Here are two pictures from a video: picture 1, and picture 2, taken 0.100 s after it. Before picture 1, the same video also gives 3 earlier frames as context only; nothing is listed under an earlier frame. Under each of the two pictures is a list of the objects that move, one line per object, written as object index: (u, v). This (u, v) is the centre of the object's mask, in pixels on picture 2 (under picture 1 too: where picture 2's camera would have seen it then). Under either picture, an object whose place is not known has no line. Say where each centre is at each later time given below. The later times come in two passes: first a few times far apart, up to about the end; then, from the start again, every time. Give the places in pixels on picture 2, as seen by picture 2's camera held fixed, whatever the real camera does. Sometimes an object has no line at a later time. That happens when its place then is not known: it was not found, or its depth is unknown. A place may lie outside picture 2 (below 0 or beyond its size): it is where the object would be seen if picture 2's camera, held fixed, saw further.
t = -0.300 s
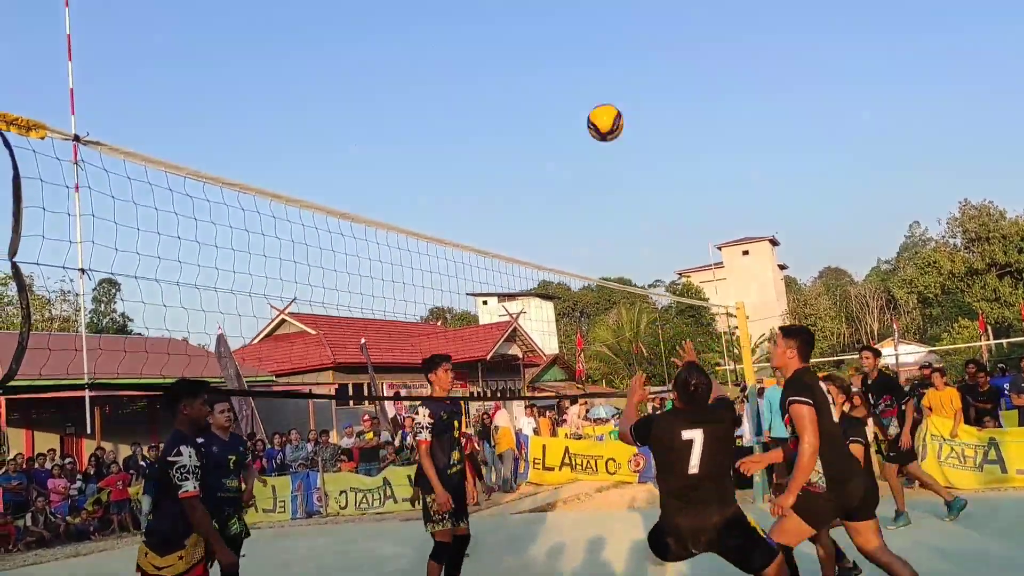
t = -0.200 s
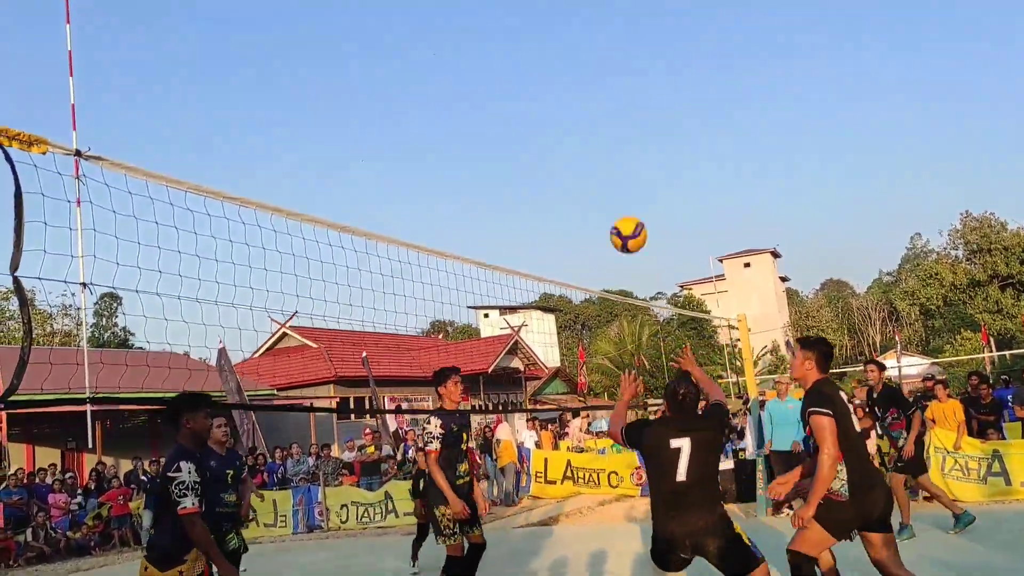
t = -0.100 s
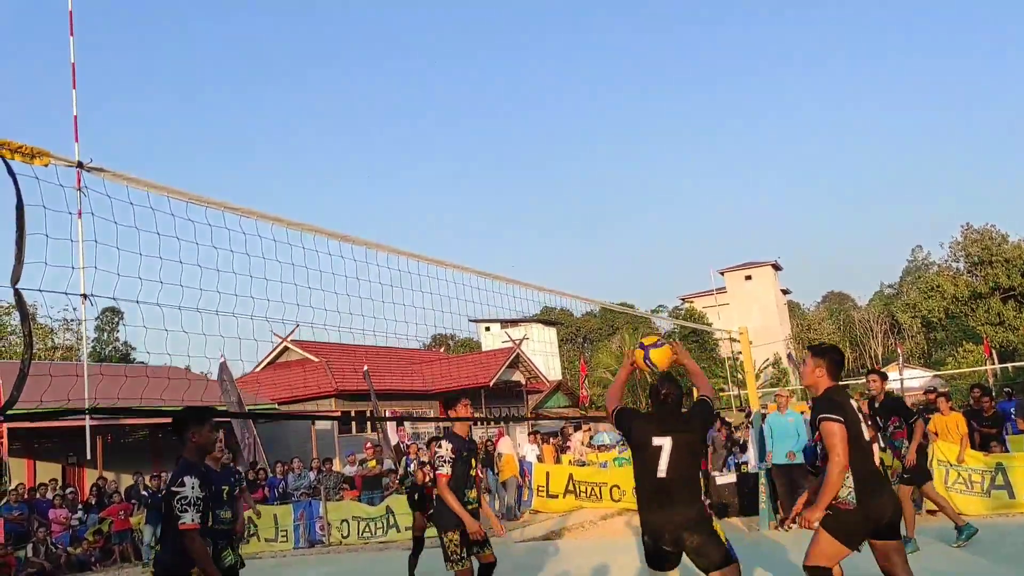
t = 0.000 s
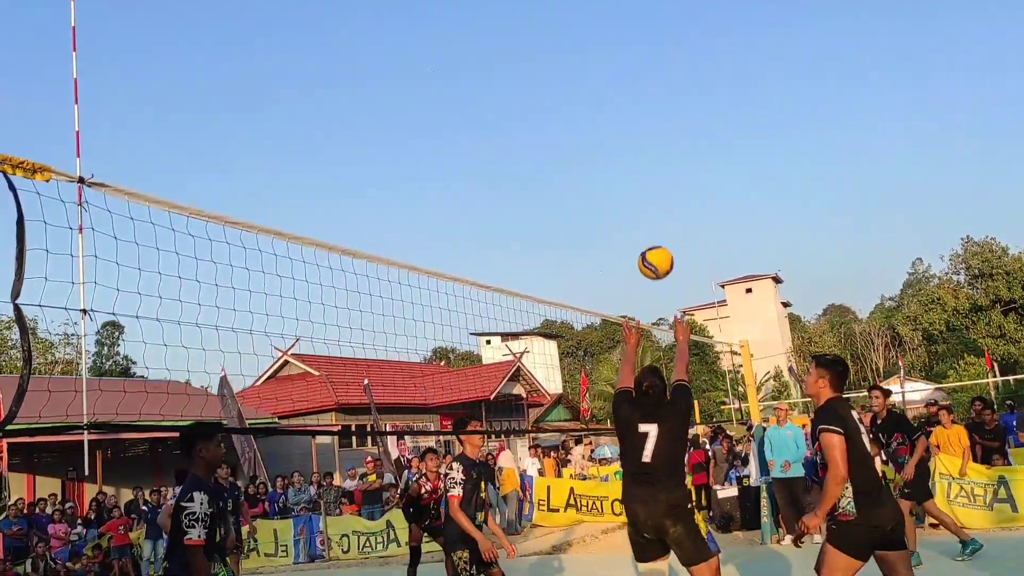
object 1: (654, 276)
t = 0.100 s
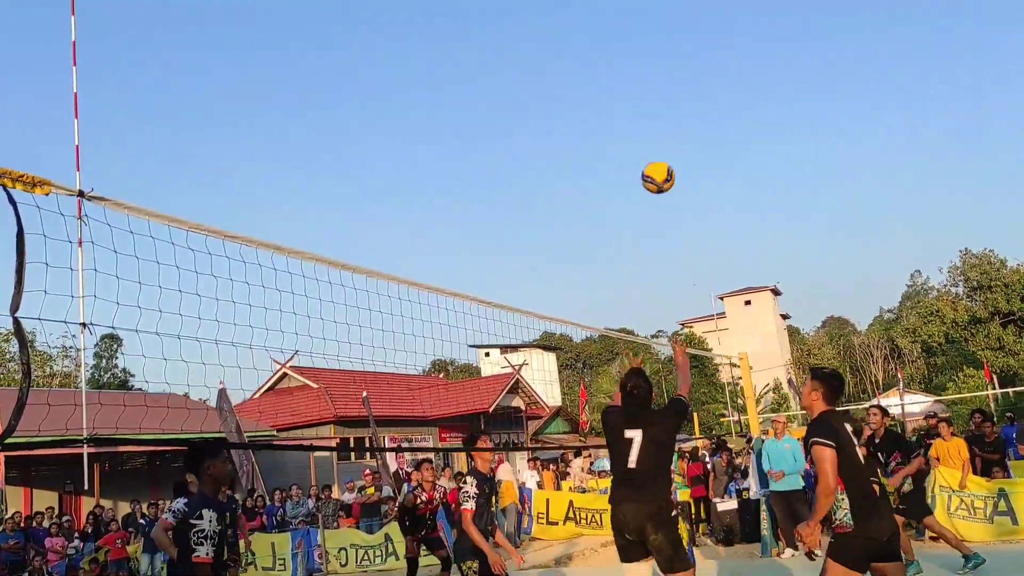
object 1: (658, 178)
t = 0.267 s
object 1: (666, 69)
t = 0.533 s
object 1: (687, -5)
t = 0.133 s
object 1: (660, 151)
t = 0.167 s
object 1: (661, 126)
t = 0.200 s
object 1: (663, 105)
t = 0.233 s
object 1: (665, 85)
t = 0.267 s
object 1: (666, 69)
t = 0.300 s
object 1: (668, 53)
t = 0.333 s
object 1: (671, 40)
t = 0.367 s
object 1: (673, 29)
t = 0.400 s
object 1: (675, 19)
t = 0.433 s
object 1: (678, 11)
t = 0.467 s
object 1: (681, 4)
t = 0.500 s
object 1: (684, -1)
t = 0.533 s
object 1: (687, -5)
